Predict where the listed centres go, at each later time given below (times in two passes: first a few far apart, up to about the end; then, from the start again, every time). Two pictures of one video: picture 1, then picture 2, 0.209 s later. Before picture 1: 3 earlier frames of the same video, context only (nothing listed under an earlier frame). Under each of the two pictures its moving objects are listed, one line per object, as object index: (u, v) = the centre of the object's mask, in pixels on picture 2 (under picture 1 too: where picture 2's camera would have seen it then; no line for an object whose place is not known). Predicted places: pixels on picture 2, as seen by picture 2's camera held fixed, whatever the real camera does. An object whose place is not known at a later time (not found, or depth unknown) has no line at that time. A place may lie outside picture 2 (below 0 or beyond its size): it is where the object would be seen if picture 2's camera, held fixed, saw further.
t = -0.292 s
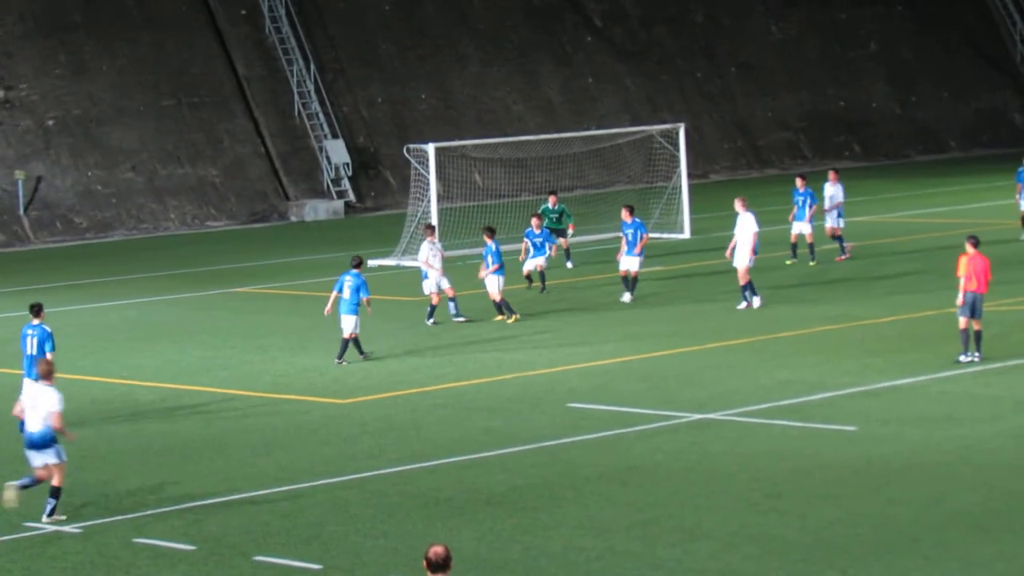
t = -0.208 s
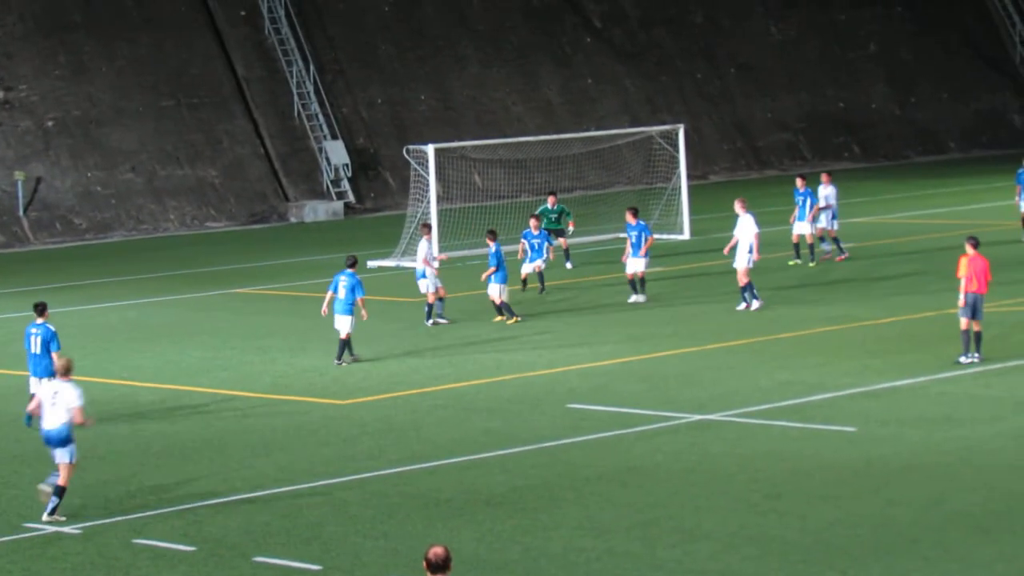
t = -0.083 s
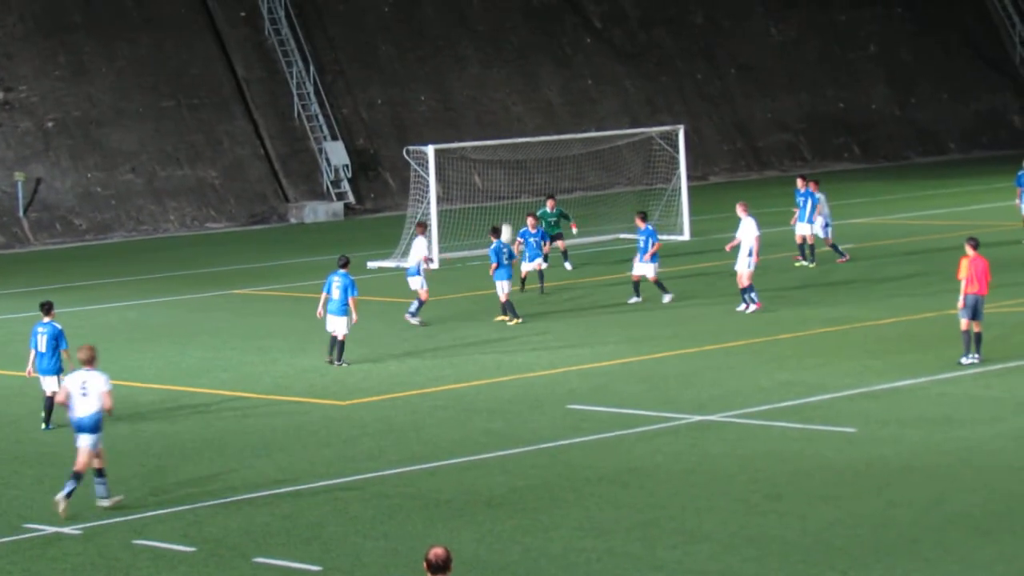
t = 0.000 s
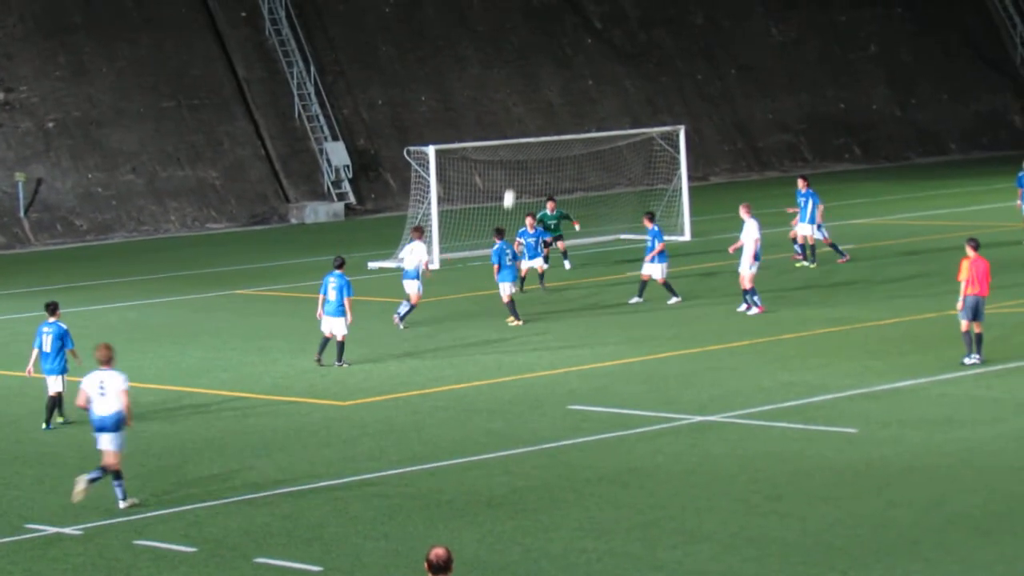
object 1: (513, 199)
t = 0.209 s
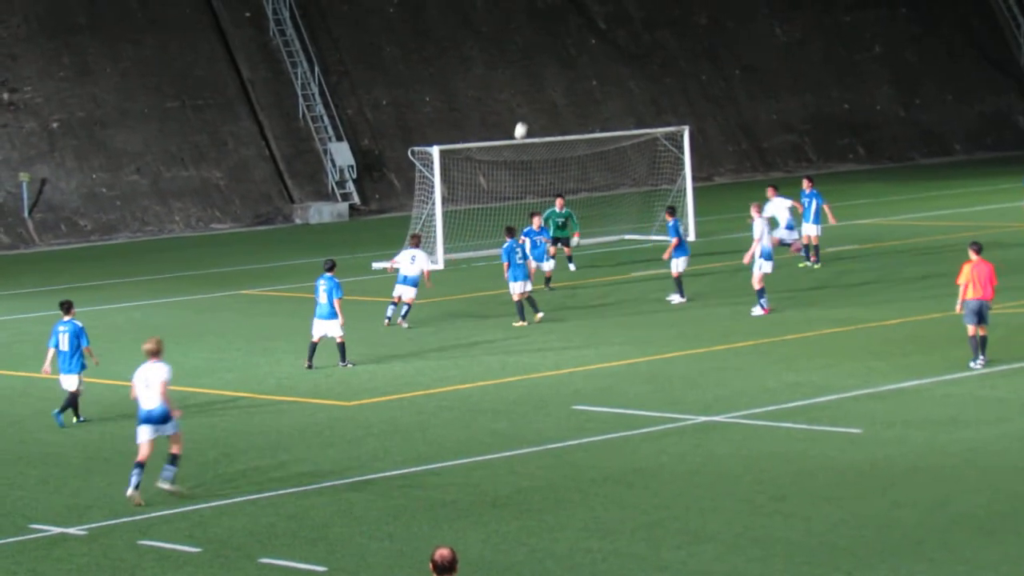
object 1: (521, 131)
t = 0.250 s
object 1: (522, 120)
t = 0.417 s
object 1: (529, 87)
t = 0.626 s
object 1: (537, 69)
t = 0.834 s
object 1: (547, 74)
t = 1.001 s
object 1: (554, 93)
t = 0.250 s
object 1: (522, 120)
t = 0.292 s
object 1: (523, 110)
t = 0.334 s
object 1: (525, 102)
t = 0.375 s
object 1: (526, 94)
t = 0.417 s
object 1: (529, 87)
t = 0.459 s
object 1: (530, 82)
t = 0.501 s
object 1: (532, 77)
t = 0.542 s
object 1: (533, 73)
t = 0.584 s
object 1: (535, 71)
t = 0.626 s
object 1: (537, 69)
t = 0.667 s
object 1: (539, 68)
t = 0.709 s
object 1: (541, 68)
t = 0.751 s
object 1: (542, 69)
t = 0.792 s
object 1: (545, 71)
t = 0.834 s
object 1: (547, 74)
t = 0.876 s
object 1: (548, 77)
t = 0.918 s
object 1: (551, 82)
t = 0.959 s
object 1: (553, 87)
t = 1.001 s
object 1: (554, 93)
